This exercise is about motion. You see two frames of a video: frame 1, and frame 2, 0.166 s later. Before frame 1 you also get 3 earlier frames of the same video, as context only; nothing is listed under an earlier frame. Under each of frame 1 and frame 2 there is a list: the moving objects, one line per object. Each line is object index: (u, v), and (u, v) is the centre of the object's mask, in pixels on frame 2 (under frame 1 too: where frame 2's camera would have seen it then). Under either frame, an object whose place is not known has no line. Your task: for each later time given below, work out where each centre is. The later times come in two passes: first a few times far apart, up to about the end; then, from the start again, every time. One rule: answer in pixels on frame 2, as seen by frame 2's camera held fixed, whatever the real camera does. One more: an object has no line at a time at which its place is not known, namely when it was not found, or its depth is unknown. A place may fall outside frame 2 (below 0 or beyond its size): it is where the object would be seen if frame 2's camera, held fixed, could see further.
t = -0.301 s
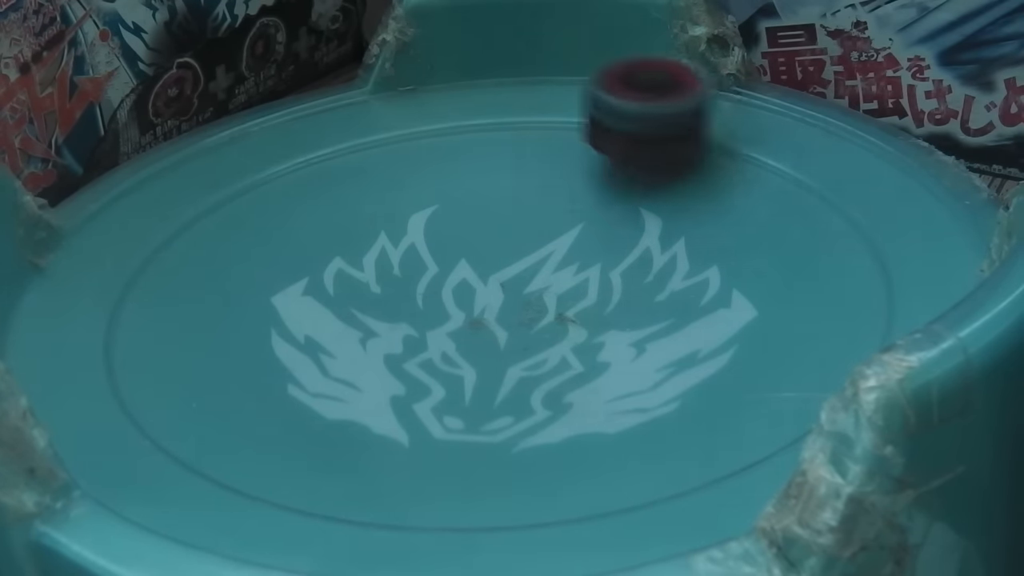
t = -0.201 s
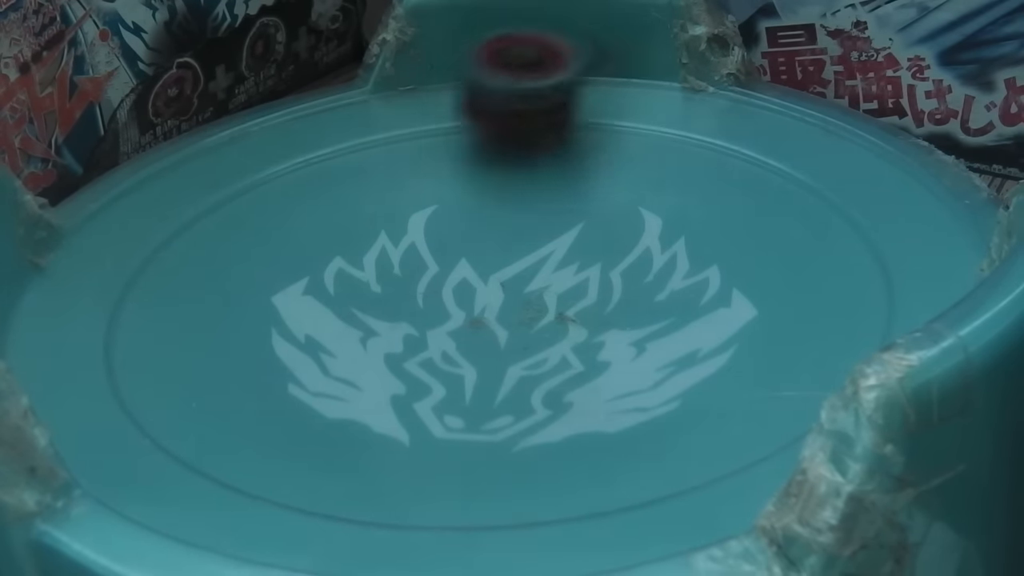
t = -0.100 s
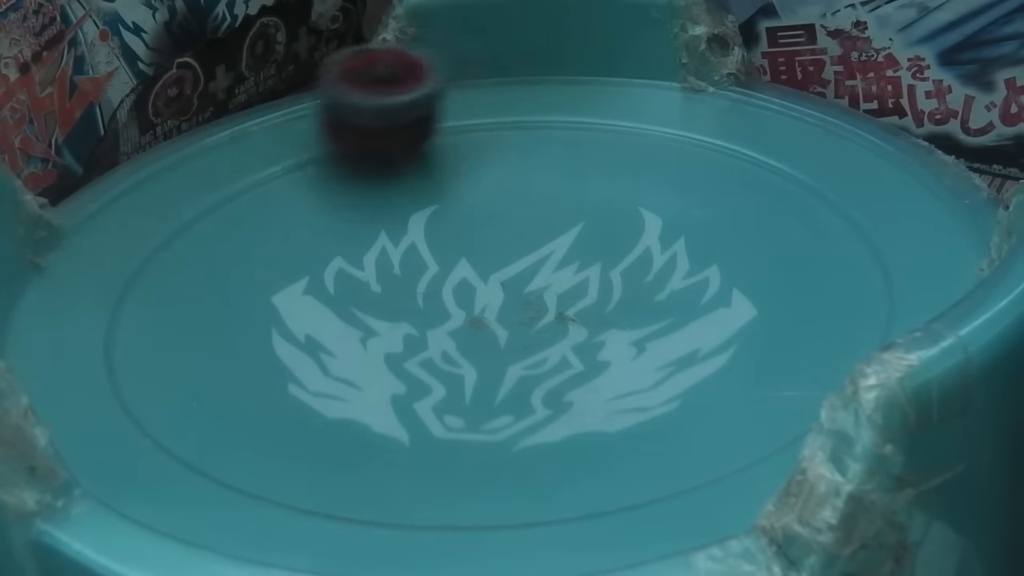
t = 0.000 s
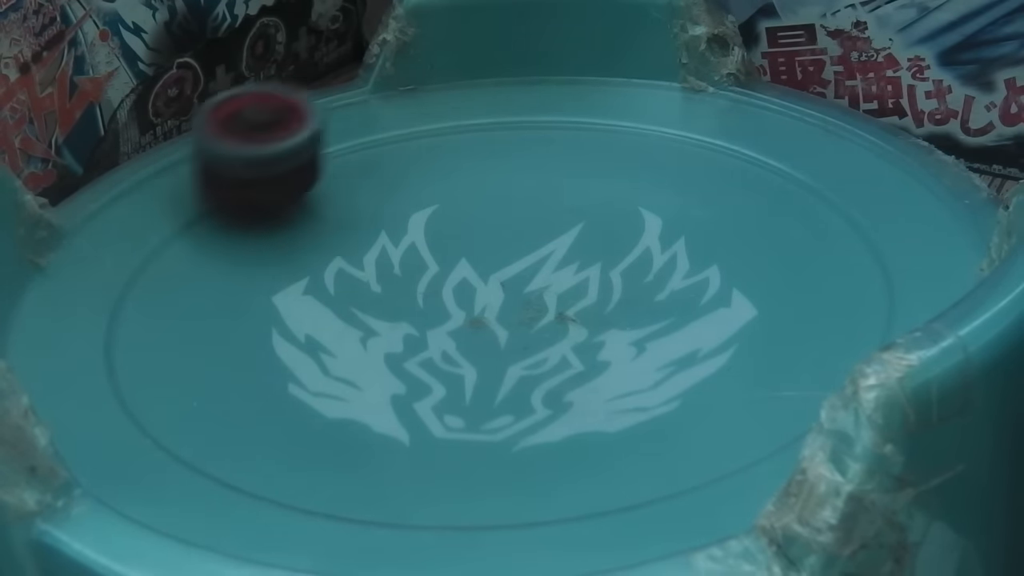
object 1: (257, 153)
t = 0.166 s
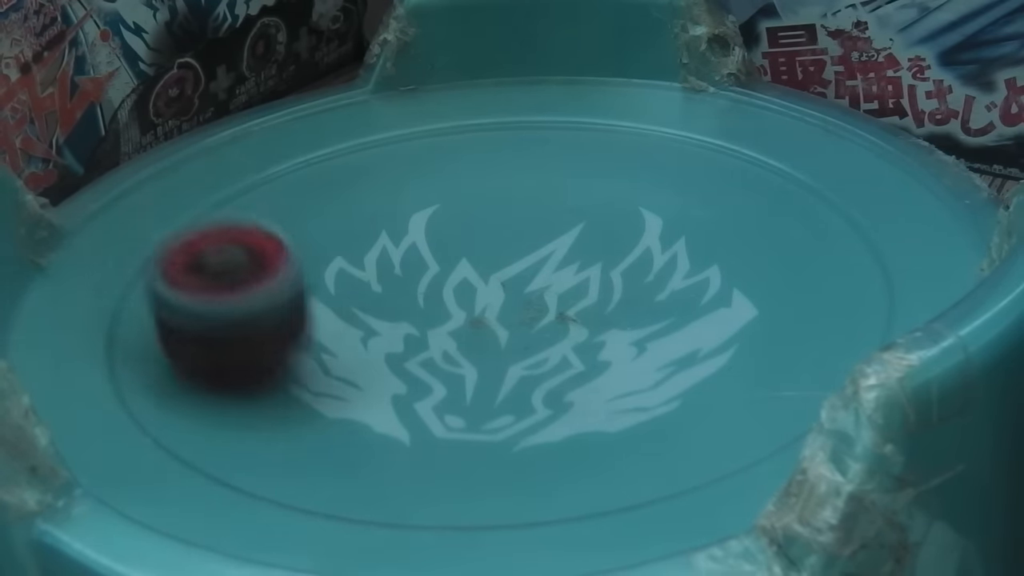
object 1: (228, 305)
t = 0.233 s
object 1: (330, 362)
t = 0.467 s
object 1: (816, 282)
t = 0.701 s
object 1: (742, 119)
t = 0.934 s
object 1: (414, 141)
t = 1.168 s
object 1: (296, 355)
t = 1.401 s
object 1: (746, 380)
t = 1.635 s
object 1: (818, 197)
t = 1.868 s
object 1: (458, 170)
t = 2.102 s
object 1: (158, 309)
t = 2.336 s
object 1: (445, 451)
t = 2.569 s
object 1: (760, 282)
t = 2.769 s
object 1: (574, 154)
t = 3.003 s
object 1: (235, 152)
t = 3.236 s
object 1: (156, 333)
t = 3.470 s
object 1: (637, 349)
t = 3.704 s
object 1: (712, 149)
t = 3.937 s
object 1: (442, 99)
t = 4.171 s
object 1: (234, 247)
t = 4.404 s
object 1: (553, 387)
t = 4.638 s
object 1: (878, 226)
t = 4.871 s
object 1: (657, 126)
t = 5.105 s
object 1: (321, 216)
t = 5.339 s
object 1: (303, 405)
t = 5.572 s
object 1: (746, 379)
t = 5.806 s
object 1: (740, 206)
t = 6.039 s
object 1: (405, 158)
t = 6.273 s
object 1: (117, 254)
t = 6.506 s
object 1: (351, 414)
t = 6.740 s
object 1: (723, 277)
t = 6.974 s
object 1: (593, 123)
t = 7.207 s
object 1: (312, 126)
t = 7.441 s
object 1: (227, 303)
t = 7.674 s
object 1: (641, 365)
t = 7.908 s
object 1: (834, 188)
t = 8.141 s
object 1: (606, 112)
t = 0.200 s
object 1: (270, 335)
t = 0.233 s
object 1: (330, 362)
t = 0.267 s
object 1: (405, 377)
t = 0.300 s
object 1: (483, 382)
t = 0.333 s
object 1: (566, 376)
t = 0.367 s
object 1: (646, 362)
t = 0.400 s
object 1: (717, 340)
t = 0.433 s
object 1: (774, 312)
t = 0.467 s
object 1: (816, 282)
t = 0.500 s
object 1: (846, 250)
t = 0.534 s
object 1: (865, 219)
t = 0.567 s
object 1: (863, 186)
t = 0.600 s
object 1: (833, 171)
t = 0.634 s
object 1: (803, 151)
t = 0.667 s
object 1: (774, 135)
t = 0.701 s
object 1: (742, 119)
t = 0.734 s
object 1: (700, 111)
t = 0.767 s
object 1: (656, 104)
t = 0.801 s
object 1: (608, 101)
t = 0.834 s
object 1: (559, 101)
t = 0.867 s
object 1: (510, 108)
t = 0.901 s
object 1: (461, 122)
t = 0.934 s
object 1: (414, 141)
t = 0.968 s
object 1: (370, 165)
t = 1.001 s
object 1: (331, 194)
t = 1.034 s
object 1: (301, 223)
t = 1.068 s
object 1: (280, 255)
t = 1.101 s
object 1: (271, 289)
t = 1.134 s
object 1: (275, 322)
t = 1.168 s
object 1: (296, 355)
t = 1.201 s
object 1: (332, 384)
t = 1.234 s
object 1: (387, 406)
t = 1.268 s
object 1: (455, 420)
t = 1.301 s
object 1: (532, 424)
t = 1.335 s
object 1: (614, 423)
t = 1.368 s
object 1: (696, 412)
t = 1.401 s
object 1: (746, 380)
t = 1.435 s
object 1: (783, 348)
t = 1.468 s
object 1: (817, 319)
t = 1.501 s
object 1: (846, 291)
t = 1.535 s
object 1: (862, 267)
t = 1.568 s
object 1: (861, 242)
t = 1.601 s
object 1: (845, 217)
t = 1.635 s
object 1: (818, 197)
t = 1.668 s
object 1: (781, 178)
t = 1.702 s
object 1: (737, 165)
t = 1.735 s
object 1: (686, 160)
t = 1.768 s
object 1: (630, 157)
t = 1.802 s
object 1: (574, 156)
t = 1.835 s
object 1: (516, 162)
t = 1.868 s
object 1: (458, 170)
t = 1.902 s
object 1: (402, 179)
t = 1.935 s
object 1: (349, 196)
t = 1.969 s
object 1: (298, 213)
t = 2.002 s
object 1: (252, 233)
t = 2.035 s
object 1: (213, 256)
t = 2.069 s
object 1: (181, 281)
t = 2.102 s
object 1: (158, 309)
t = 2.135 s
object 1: (144, 338)
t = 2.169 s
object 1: (142, 366)
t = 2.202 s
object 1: (185, 393)
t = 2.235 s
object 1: (239, 413)
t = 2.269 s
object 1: (300, 433)
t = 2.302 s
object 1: (369, 447)
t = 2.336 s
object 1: (445, 451)
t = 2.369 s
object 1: (523, 445)
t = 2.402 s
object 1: (599, 429)
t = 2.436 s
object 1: (662, 404)
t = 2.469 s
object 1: (710, 375)
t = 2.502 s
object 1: (742, 345)
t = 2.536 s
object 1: (757, 312)
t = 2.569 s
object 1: (760, 282)
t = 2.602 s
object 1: (748, 254)
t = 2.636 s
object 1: (727, 230)
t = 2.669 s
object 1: (697, 206)
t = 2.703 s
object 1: (661, 185)
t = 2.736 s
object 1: (619, 167)
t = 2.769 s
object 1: (574, 154)
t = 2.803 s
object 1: (524, 142)
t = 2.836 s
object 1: (474, 136)
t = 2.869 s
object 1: (422, 132)
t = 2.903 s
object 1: (372, 133)
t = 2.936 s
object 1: (322, 134)
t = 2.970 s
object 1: (274, 139)
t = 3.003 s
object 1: (235, 152)
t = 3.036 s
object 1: (205, 175)
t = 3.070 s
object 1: (175, 198)
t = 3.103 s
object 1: (149, 221)
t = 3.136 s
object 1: (130, 246)
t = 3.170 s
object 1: (121, 274)
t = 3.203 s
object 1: (129, 304)
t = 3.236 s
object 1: (156, 333)
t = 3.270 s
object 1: (201, 358)
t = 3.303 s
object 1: (263, 378)
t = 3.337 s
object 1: (338, 391)
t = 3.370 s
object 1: (420, 394)
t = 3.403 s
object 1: (498, 386)
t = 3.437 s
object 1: (572, 371)
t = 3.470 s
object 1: (637, 349)
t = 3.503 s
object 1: (685, 321)
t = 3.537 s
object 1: (720, 290)
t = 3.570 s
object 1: (740, 258)
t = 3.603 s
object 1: (747, 227)
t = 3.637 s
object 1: (744, 199)
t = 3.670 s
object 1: (731, 173)
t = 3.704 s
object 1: (712, 149)
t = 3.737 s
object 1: (686, 129)
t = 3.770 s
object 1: (656, 107)
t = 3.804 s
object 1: (624, 95)
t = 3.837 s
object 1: (579, 92)
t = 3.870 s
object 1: (534, 94)
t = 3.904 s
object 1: (489, 97)
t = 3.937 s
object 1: (442, 99)
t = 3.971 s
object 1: (398, 108)
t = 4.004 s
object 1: (357, 118)
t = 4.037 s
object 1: (318, 135)
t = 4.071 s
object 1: (285, 156)
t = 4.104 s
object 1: (259, 184)
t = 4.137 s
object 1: (242, 215)
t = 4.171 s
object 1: (234, 247)
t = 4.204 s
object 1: (239, 279)
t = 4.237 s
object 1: (260, 312)
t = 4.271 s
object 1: (296, 342)
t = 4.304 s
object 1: (345, 366)
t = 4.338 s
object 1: (408, 381)
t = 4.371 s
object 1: (477, 388)
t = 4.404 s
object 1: (553, 387)
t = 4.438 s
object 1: (627, 378)
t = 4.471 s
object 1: (696, 360)
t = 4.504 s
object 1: (758, 338)
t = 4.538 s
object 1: (804, 308)
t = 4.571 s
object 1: (841, 281)
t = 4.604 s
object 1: (868, 255)
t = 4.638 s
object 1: (878, 226)
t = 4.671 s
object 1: (858, 204)
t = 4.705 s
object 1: (835, 184)
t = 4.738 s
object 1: (812, 164)
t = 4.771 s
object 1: (784, 146)
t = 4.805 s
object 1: (748, 135)
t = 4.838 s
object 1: (705, 128)
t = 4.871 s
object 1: (657, 126)
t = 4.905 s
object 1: (606, 126)
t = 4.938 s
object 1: (556, 133)
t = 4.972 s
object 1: (504, 144)
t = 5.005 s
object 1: (453, 156)
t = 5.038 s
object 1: (405, 171)
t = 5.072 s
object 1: (361, 191)
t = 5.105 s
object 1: (321, 216)
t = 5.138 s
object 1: (287, 240)
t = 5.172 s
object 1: (262, 267)
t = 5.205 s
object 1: (246, 295)
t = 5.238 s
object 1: (241, 325)
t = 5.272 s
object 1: (247, 353)
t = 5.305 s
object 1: (268, 381)
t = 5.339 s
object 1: (303, 405)
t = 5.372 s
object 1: (353, 427)
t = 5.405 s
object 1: (413, 441)
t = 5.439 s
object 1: (486, 448)
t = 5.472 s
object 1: (561, 446)
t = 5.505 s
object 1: (634, 429)
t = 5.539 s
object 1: (698, 408)
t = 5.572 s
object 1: (746, 379)
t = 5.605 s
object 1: (782, 348)
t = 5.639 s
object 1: (810, 319)
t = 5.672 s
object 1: (822, 294)
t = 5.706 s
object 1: (818, 272)
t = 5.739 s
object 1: (799, 247)
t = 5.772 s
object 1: (773, 225)
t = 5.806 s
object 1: (740, 206)
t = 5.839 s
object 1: (700, 191)
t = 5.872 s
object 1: (657, 176)
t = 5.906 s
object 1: (608, 166)
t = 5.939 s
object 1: (559, 161)
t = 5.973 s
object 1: (508, 156)
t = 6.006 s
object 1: (457, 155)
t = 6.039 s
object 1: (405, 158)
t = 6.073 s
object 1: (356, 163)
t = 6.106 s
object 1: (306, 174)
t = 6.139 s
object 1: (260, 184)
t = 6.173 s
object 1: (217, 198)
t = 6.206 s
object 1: (177, 214)
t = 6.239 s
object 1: (142, 232)
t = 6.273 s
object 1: (117, 254)
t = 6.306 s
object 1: (117, 283)
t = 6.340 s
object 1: (124, 313)
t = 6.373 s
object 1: (137, 340)
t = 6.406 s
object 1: (167, 367)
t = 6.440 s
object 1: (213, 388)
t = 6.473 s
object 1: (278, 404)
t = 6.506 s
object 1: (351, 414)
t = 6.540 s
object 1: (428, 414)
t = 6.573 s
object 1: (504, 403)
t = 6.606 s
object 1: (571, 387)
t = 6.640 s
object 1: (629, 364)
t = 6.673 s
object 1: (676, 337)
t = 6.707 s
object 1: (707, 308)
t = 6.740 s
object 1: (723, 277)
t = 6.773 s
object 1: (728, 248)
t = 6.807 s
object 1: (722, 221)
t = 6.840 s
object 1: (709, 195)
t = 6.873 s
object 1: (687, 174)
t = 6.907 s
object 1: (660, 153)
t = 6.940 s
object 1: (628, 137)
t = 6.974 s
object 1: (593, 123)
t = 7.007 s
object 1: (556, 109)
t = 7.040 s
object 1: (517, 101)
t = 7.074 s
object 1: (476, 99)
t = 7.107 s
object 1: (433, 98)
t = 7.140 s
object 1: (390, 104)
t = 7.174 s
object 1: (350, 113)
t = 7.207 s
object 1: (312, 126)
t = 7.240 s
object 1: (276, 142)
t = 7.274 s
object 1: (246, 161)
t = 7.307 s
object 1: (222, 186)
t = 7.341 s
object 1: (208, 214)
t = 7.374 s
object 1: (202, 244)
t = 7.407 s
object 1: (209, 273)
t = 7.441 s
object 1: (227, 303)
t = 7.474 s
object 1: (261, 331)
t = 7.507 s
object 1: (306, 356)
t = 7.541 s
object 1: (365, 375)
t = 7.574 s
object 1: (431, 383)
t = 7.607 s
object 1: (501, 384)
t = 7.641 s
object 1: (573, 378)
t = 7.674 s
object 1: (641, 365)
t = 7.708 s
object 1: (702, 344)
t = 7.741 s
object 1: (750, 320)
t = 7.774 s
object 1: (789, 293)
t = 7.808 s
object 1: (815, 266)
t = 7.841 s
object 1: (830, 239)
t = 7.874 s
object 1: (837, 212)
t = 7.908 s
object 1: (834, 188)
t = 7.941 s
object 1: (824, 165)
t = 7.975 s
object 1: (805, 147)
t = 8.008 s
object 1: (771, 136)
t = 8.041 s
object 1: (735, 121)
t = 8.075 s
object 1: (696, 116)
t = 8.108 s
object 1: (652, 113)
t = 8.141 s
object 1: (606, 112)
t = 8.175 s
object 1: (559, 115)
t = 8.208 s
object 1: (513, 123)
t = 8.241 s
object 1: (466, 136)
